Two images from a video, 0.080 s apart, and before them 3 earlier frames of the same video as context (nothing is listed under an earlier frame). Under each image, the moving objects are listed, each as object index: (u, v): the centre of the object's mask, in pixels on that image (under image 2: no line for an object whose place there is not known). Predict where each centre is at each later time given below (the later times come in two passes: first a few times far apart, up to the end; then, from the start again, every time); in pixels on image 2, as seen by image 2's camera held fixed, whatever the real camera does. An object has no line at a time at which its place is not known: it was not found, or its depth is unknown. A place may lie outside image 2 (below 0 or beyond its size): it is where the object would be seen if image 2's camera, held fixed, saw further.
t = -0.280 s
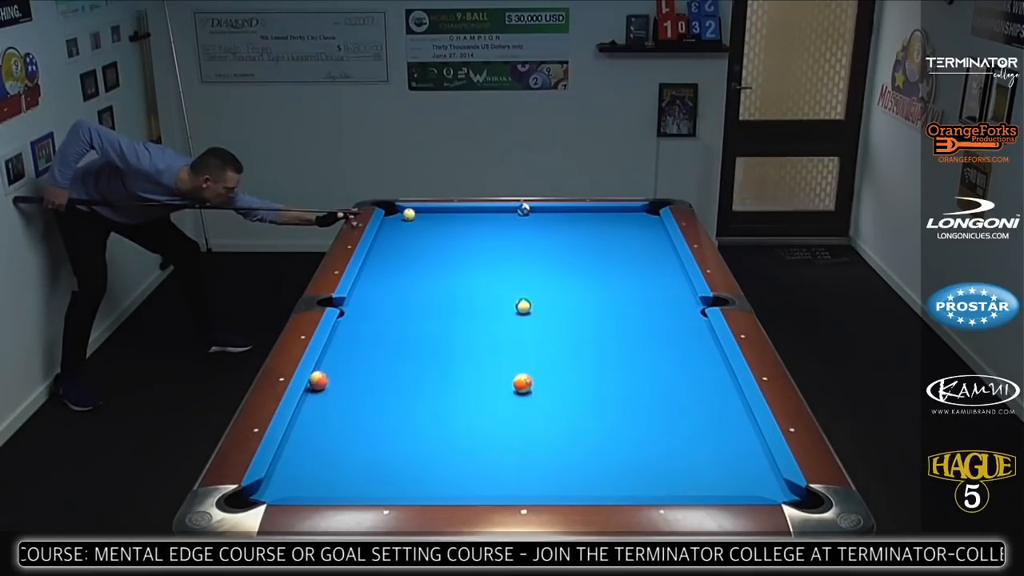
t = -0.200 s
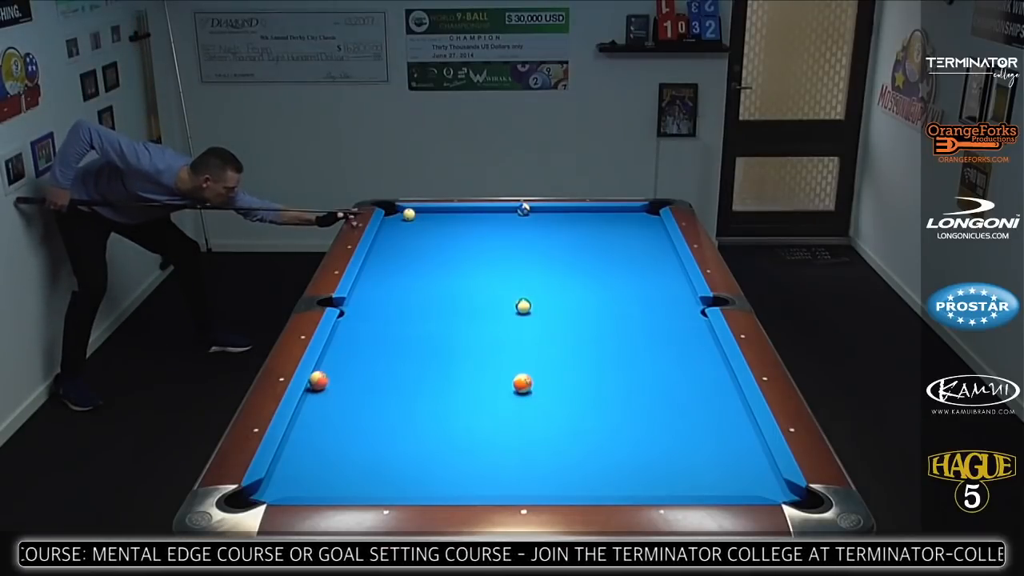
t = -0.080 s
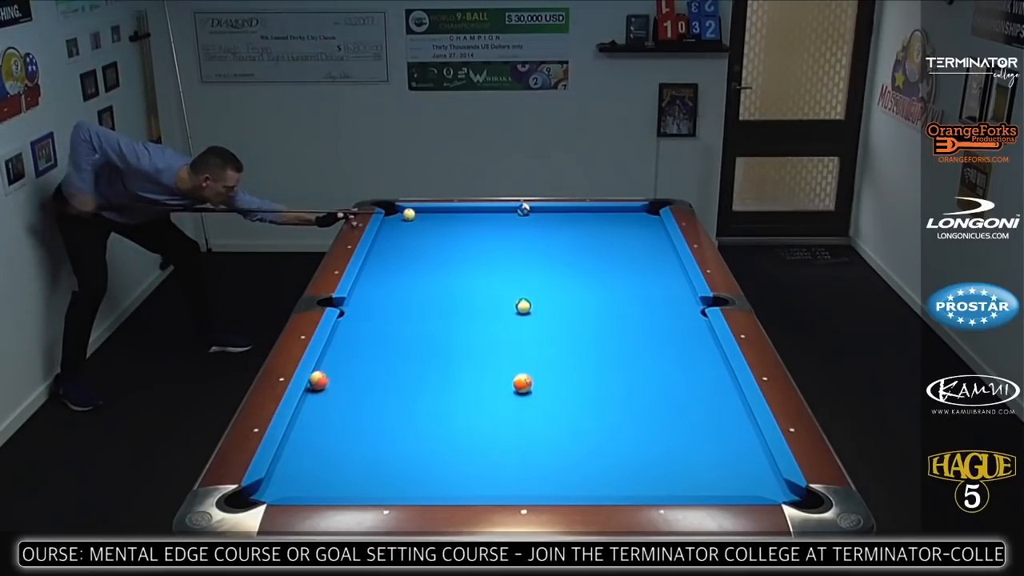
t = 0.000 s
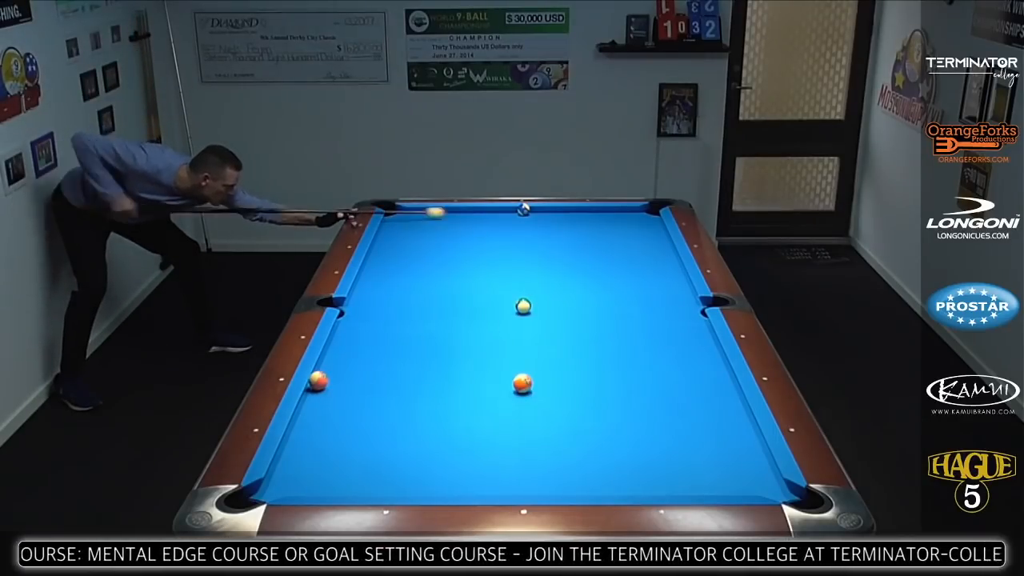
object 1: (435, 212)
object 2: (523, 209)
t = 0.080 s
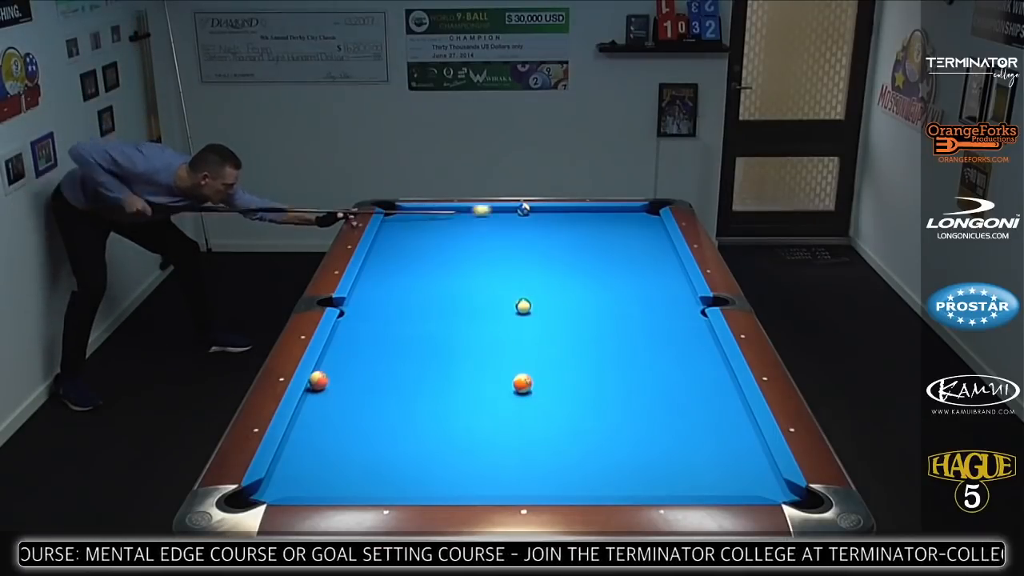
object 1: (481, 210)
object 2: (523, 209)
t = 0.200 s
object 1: (513, 210)
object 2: (560, 209)
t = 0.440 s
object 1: (537, 214)
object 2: (655, 209)
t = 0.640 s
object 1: (566, 217)
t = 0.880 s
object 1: (600, 220)
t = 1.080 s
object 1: (628, 223)
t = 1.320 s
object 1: (658, 226)
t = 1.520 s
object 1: (645, 230)
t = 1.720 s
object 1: (633, 233)
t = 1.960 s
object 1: (618, 237)
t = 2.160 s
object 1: (606, 240)
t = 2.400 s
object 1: (592, 244)
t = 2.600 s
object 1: (581, 247)
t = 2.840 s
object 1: (568, 251)
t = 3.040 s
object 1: (559, 253)
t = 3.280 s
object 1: (547, 256)
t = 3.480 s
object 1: (538, 259)
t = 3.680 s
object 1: (529, 261)
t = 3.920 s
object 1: (519, 264)
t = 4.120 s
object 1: (511, 266)
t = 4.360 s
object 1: (502, 268)
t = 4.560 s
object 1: (495, 270)
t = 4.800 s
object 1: (488, 272)
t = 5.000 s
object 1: (483, 273)
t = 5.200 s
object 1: (477, 275)
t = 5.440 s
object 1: (472, 276)
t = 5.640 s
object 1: (468, 277)
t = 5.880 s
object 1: (465, 278)
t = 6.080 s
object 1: (462, 279)
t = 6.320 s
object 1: (460, 280)
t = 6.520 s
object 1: (459, 280)
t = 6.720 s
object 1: (459, 280)
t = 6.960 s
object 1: (459, 280)
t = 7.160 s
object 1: (459, 280)
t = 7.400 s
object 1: (459, 280)
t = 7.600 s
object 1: (459, 280)
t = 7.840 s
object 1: (459, 280)
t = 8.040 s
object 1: (459, 280)
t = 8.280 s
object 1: (459, 280)
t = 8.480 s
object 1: (459, 280)
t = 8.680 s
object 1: (459, 280)
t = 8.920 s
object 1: (459, 280)
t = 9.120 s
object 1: (459, 280)
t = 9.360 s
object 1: (459, 280)
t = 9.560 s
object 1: (459, 280)
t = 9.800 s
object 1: (459, 280)
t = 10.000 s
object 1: (459, 280)
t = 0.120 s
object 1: (504, 209)
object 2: (523, 209)
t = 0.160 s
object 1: (512, 210)
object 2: (540, 209)
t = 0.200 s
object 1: (513, 210)
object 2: (560, 209)
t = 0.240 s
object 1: (515, 211)
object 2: (580, 209)
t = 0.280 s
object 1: (518, 212)
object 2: (598, 209)
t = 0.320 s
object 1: (522, 213)
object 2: (617, 210)
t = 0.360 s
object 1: (526, 214)
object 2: (635, 210)
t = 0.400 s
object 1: (531, 214)
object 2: (650, 209)
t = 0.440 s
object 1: (537, 214)
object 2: (655, 209)
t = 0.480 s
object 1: (543, 215)
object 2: (654, 211)
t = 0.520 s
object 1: (549, 215)
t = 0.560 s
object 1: (554, 216)
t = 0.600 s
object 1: (560, 217)
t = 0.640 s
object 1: (566, 217)
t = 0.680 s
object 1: (572, 218)
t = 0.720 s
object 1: (577, 218)
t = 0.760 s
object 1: (583, 219)
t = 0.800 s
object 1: (588, 219)
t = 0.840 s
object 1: (594, 220)
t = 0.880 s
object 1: (600, 220)
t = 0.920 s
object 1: (605, 221)
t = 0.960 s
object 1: (611, 222)
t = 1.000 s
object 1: (617, 222)
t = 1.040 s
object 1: (622, 223)
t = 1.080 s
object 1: (628, 223)
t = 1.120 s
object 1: (633, 224)
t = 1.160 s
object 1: (639, 224)
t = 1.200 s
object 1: (645, 225)
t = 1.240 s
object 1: (650, 225)
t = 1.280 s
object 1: (656, 226)
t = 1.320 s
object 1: (658, 226)
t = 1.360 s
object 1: (655, 227)
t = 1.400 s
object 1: (653, 227)
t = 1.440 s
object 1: (650, 228)
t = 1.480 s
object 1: (648, 229)
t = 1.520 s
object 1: (645, 230)
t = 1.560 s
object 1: (642, 230)
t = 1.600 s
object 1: (640, 231)
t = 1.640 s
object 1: (637, 232)
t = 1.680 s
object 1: (635, 232)
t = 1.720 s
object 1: (633, 233)
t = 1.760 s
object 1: (630, 234)
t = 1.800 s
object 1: (628, 234)
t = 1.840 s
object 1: (625, 235)
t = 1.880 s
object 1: (623, 236)
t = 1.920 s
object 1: (620, 236)
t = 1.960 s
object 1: (618, 237)
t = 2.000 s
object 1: (616, 238)
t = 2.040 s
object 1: (613, 238)
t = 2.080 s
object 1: (611, 239)
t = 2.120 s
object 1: (608, 240)
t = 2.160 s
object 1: (606, 240)
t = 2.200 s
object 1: (604, 241)
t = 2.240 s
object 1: (602, 241)
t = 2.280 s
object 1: (599, 242)
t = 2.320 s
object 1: (597, 243)
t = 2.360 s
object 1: (594, 243)
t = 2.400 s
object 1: (592, 244)
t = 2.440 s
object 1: (590, 244)
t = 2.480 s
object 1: (588, 245)
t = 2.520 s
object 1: (586, 246)
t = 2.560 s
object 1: (584, 246)
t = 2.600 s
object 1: (581, 247)
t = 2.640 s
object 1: (579, 247)
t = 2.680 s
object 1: (577, 248)
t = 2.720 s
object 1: (575, 249)
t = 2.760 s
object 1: (573, 249)
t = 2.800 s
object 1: (571, 250)
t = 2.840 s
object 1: (568, 251)
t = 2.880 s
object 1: (566, 251)
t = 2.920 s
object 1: (564, 252)
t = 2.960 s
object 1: (562, 252)
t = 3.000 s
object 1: (560, 252)
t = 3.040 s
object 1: (559, 253)
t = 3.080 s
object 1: (556, 254)
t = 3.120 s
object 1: (554, 254)
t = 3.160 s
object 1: (552, 255)
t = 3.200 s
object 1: (551, 255)
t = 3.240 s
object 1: (549, 256)
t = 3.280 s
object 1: (547, 256)
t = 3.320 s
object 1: (545, 257)
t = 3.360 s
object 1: (543, 257)
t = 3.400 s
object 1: (541, 258)
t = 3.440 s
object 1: (539, 258)
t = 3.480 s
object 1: (538, 259)
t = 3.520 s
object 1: (536, 259)
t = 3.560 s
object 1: (534, 260)
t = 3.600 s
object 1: (532, 260)
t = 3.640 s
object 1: (530, 261)
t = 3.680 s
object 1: (529, 261)
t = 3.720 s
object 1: (527, 262)
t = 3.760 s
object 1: (525, 262)
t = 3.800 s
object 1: (524, 263)
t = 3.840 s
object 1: (522, 263)
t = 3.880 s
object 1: (520, 263)
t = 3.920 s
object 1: (519, 264)
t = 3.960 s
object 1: (517, 264)
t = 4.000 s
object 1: (516, 265)
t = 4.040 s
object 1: (514, 265)
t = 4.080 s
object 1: (513, 266)
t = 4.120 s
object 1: (511, 266)
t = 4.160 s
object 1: (509, 266)
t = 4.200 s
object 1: (508, 267)
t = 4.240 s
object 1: (507, 267)
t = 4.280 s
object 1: (505, 267)
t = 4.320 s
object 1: (504, 268)
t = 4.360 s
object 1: (502, 268)
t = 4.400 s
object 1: (501, 269)
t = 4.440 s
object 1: (499, 269)
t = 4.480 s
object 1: (498, 269)
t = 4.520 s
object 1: (497, 270)
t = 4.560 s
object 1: (495, 270)
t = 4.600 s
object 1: (494, 270)
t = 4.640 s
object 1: (493, 271)
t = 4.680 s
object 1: (491, 271)
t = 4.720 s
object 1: (490, 271)
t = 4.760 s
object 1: (489, 272)
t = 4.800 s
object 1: (488, 272)
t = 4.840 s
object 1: (487, 272)
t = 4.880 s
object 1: (486, 273)
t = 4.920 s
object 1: (485, 273)
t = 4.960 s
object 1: (484, 273)
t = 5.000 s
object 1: (483, 273)
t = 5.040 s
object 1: (482, 274)
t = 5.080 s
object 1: (481, 274)
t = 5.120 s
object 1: (479, 274)
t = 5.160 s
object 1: (478, 274)
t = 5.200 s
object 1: (477, 275)
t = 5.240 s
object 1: (477, 275)
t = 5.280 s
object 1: (476, 275)
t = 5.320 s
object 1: (475, 276)
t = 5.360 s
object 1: (474, 276)
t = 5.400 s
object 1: (473, 276)
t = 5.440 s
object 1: (472, 276)
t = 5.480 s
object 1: (472, 277)
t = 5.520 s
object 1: (471, 277)
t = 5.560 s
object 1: (470, 277)
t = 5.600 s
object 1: (469, 277)
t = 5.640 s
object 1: (468, 277)
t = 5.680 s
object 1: (468, 278)
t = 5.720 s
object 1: (467, 278)
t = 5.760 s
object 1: (467, 278)
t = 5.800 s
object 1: (466, 278)
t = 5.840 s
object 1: (465, 278)
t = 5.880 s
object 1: (465, 278)
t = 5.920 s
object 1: (464, 279)
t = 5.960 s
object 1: (464, 279)
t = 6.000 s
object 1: (463, 279)
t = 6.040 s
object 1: (463, 279)
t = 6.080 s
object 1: (462, 279)
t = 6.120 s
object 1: (462, 279)
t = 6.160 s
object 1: (462, 279)
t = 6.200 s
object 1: (461, 279)
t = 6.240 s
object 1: (461, 279)
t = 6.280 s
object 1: (461, 280)
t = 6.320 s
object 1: (460, 280)
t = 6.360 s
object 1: (460, 280)
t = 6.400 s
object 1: (460, 280)
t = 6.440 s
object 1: (460, 280)
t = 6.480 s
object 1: (459, 280)
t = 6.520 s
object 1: (459, 280)
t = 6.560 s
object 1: (459, 280)
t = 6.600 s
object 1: (459, 280)
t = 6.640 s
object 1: (459, 280)
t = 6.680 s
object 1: (459, 280)
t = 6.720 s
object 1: (459, 280)
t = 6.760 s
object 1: (459, 280)
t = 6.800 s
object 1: (459, 280)
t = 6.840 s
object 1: (459, 280)
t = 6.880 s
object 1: (459, 280)
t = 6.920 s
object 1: (459, 280)
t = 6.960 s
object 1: (459, 280)
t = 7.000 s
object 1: (459, 280)
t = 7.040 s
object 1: (459, 280)
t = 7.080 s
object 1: (459, 280)
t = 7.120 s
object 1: (459, 280)
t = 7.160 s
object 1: (459, 280)
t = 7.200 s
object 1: (459, 280)
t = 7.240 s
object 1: (459, 280)
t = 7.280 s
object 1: (459, 280)
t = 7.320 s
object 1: (459, 280)
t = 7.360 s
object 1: (459, 280)
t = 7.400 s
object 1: (459, 280)
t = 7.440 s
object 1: (459, 280)
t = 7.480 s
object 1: (459, 280)
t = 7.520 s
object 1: (459, 280)
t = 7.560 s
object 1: (459, 280)
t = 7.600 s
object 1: (459, 280)
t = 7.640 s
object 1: (459, 280)
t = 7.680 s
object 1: (459, 280)
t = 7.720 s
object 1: (459, 280)
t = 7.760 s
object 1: (459, 280)
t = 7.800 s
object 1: (459, 280)
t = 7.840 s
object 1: (459, 280)
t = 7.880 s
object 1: (459, 280)
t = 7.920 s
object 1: (459, 280)
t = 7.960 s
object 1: (459, 280)
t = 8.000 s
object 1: (459, 280)
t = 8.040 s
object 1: (459, 280)
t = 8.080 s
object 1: (459, 280)
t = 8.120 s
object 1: (459, 280)
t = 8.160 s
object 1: (459, 280)
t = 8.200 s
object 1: (459, 280)
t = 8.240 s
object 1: (459, 280)
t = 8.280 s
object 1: (459, 280)
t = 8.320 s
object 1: (459, 280)
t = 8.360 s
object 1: (459, 280)
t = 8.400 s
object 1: (459, 280)
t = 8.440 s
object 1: (459, 280)
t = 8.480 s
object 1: (459, 280)
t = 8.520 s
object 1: (459, 280)
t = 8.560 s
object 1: (459, 280)
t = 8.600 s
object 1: (459, 280)
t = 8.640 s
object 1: (459, 280)
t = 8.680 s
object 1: (459, 280)
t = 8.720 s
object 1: (459, 280)
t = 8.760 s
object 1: (459, 280)
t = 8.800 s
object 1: (459, 280)
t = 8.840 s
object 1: (459, 280)
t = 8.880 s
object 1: (459, 280)
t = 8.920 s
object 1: (459, 280)
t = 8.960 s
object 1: (459, 280)
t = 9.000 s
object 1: (459, 280)
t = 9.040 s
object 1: (459, 280)
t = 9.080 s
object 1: (459, 280)
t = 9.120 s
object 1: (459, 280)
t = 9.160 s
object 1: (459, 280)
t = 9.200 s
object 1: (459, 280)
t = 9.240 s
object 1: (459, 280)
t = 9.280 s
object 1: (459, 280)
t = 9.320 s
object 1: (459, 280)
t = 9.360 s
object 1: (459, 280)
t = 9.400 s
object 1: (459, 280)
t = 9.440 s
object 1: (459, 280)
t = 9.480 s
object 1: (459, 280)
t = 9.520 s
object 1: (459, 280)
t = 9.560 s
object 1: (459, 280)
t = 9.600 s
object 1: (459, 280)
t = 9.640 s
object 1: (459, 280)
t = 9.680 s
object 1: (459, 280)
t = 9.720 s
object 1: (459, 280)
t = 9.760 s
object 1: (459, 280)
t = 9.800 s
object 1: (459, 280)
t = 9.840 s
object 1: (459, 280)
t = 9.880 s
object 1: (459, 280)
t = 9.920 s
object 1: (459, 280)
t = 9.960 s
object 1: (459, 280)
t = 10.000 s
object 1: (459, 280)
